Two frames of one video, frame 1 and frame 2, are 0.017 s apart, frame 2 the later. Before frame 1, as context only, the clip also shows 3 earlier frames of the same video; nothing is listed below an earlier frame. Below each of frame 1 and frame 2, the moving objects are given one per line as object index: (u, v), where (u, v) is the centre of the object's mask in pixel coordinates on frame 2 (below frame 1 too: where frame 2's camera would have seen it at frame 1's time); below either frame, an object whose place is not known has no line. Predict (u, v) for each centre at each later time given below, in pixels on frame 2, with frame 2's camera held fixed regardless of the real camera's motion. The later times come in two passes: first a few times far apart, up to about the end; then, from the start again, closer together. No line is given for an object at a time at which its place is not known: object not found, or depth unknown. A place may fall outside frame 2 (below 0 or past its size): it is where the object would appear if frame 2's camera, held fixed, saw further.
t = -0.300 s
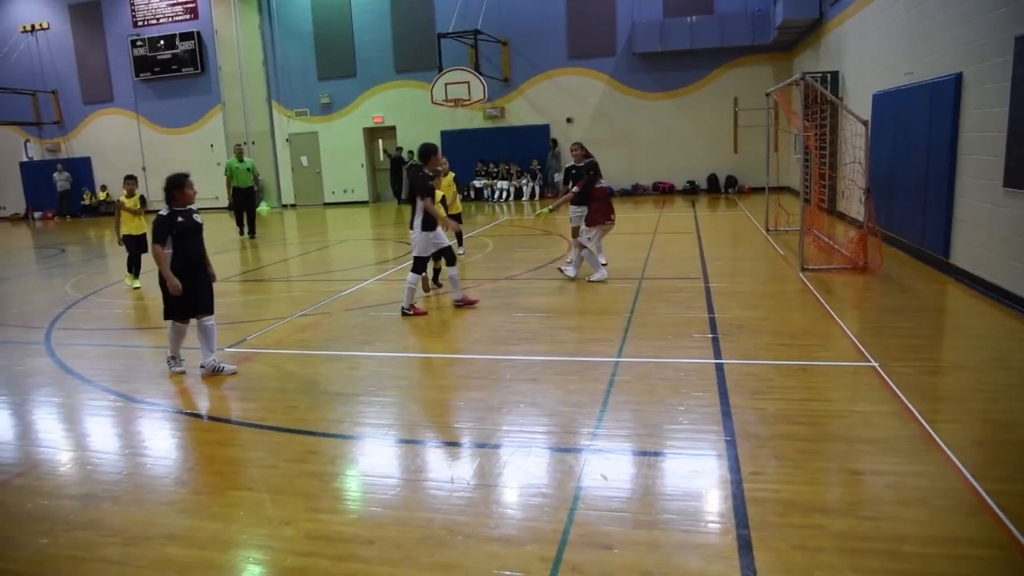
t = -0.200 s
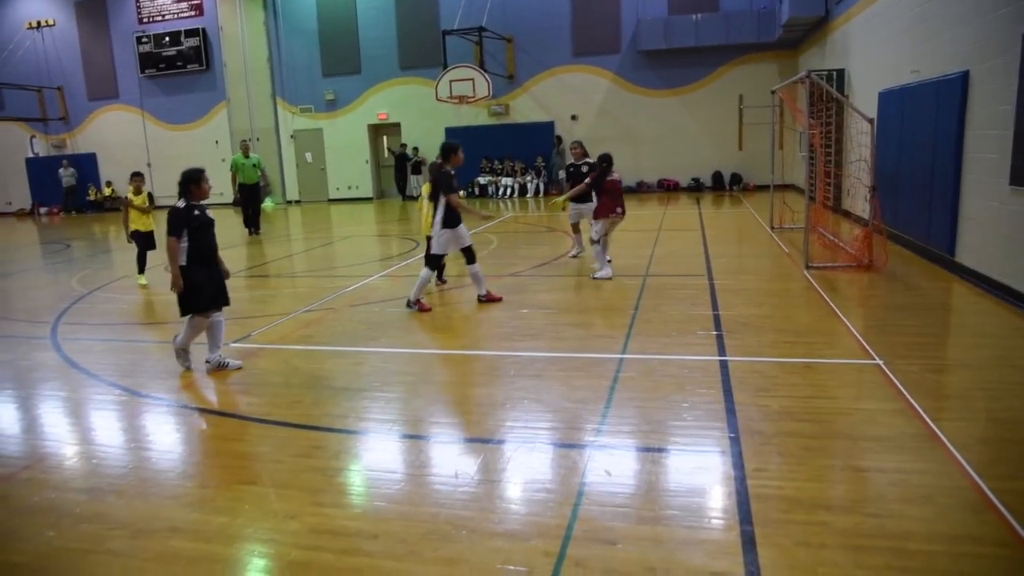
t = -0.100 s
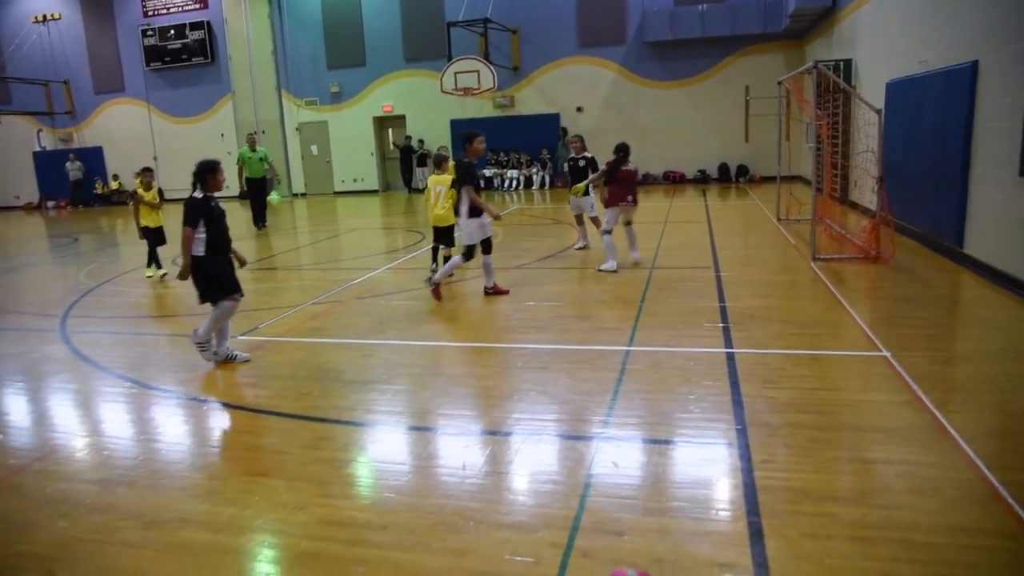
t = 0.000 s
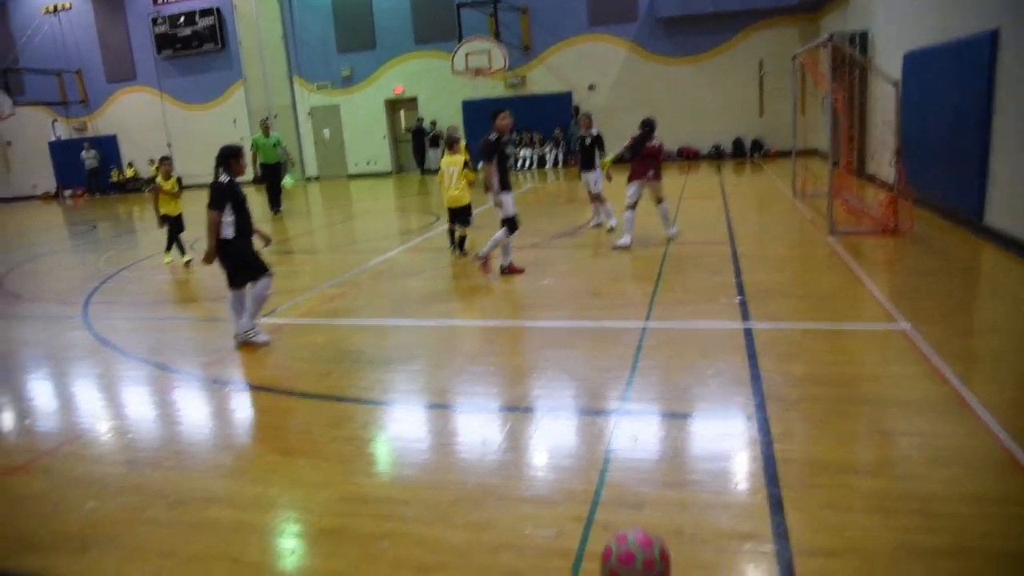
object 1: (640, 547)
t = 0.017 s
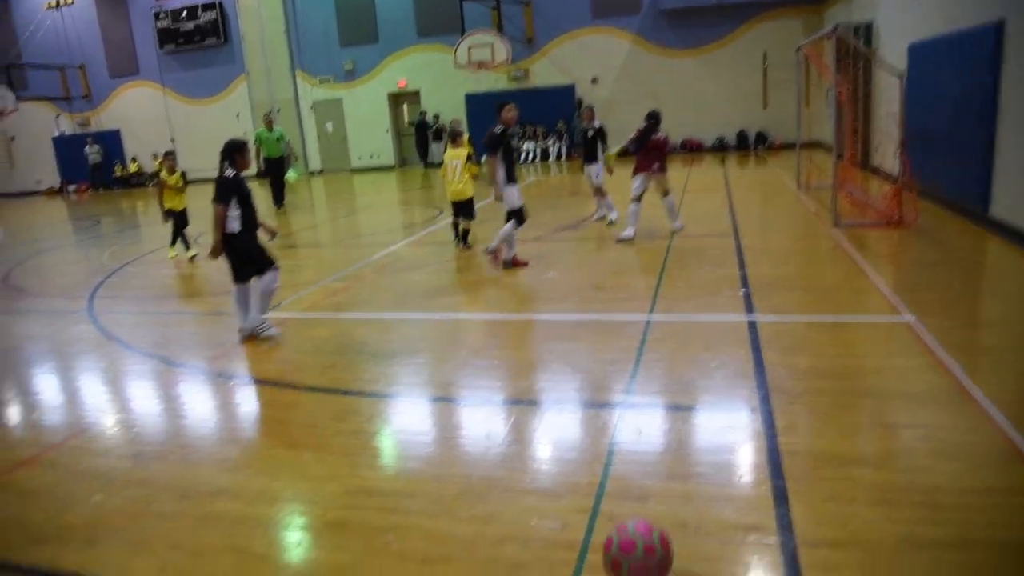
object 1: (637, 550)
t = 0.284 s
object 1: (600, 529)
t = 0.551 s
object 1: (569, 508)
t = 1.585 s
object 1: (486, 443)
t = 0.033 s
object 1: (634, 552)
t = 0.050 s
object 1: (632, 551)
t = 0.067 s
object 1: (629, 549)
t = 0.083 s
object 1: (627, 548)
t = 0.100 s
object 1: (625, 547)
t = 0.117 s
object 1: (622, 546)
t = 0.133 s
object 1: (620, 544)
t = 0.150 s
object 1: (618, 543)
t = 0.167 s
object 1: (616, 540)
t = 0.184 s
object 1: (614, 538)
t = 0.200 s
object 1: (612, 538)
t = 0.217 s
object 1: (609, 536)
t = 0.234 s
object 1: (607, 535)
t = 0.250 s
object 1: (604, 533)
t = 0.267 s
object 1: (602, 531)
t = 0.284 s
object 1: (600, 529)
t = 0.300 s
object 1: (597, 528)
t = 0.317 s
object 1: (595, 526)
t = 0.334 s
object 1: (592, 525)
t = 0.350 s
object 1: (590, 524)
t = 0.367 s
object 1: (588, 522)
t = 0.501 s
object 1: (574, 511)
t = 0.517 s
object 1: (573, 510)
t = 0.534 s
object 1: (571, 509)
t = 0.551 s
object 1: (569, 508)
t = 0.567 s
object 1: (567, 507)
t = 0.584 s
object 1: (566, 506)
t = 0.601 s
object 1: (564, 504)
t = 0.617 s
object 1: (562, 503)
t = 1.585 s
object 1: (486, 443)
